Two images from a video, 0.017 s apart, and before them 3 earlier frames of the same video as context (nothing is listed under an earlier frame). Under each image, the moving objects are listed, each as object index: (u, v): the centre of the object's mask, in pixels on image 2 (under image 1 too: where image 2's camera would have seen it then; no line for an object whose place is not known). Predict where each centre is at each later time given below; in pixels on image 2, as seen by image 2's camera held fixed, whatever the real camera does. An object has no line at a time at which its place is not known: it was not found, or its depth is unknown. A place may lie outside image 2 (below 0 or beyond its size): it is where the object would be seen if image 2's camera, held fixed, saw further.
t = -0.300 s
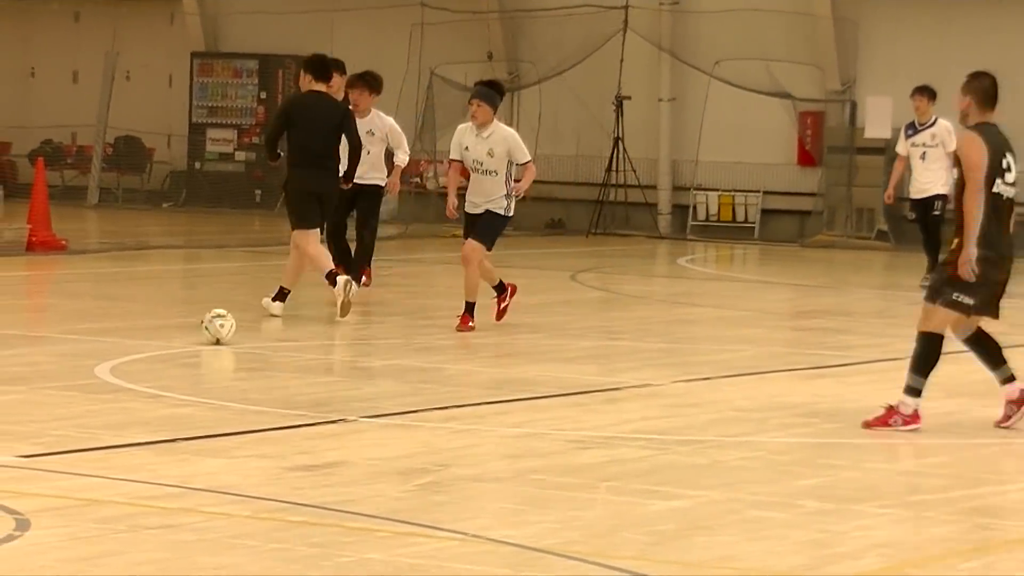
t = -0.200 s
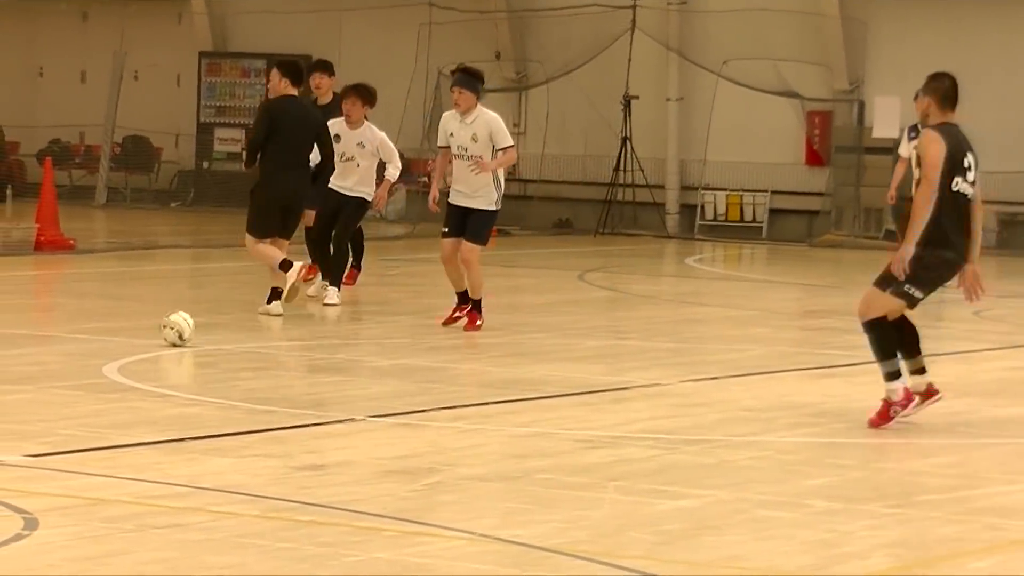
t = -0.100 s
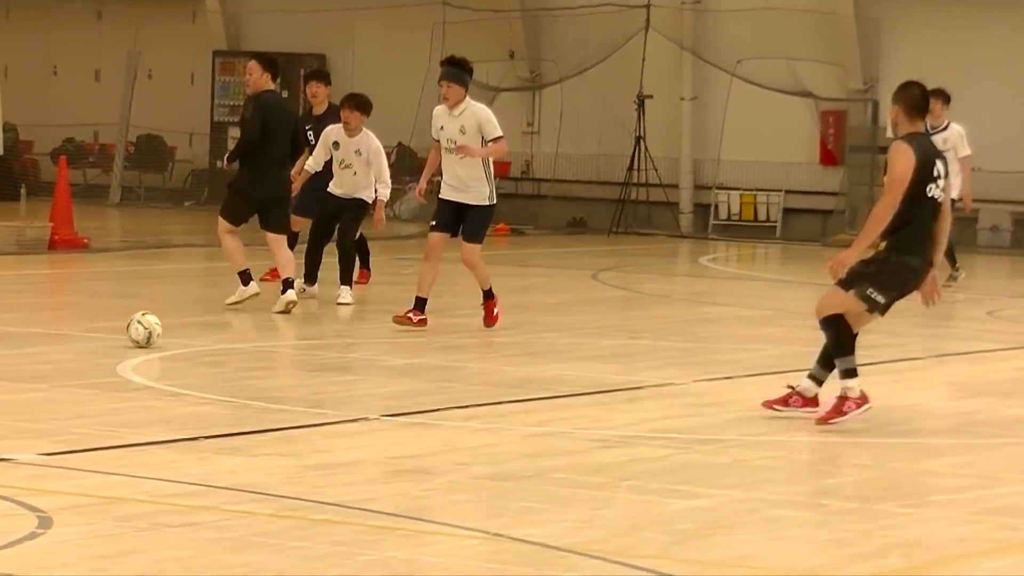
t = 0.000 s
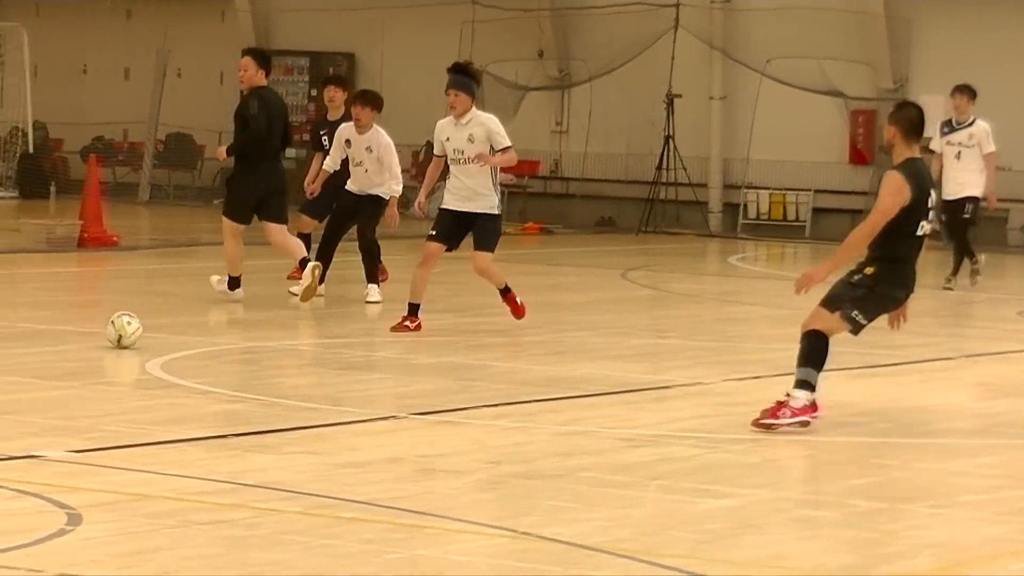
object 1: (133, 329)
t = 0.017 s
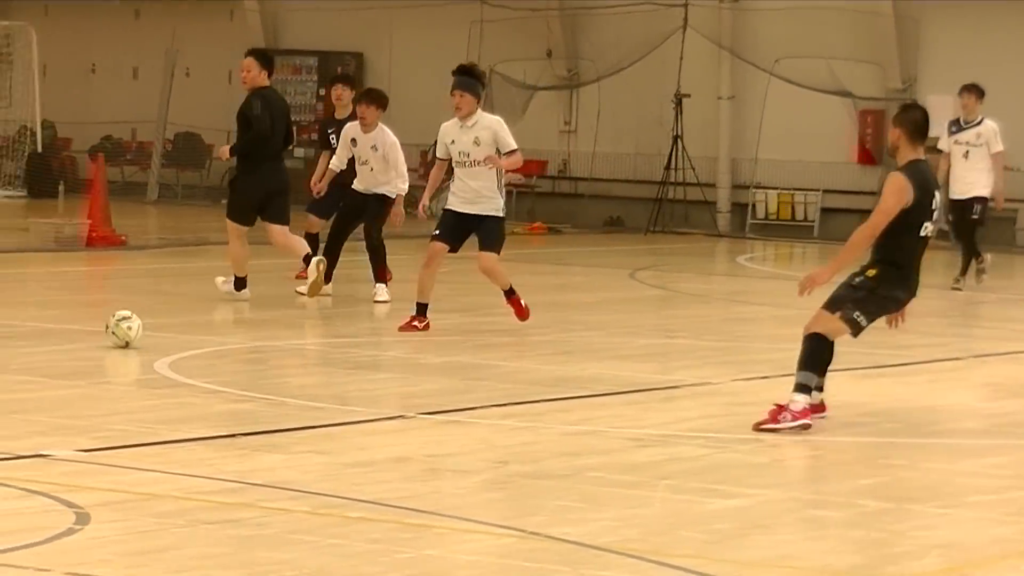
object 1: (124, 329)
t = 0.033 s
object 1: (116, 330)
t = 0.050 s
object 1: (106, 331)
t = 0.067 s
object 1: (97, 331)
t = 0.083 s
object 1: (88, 331)
